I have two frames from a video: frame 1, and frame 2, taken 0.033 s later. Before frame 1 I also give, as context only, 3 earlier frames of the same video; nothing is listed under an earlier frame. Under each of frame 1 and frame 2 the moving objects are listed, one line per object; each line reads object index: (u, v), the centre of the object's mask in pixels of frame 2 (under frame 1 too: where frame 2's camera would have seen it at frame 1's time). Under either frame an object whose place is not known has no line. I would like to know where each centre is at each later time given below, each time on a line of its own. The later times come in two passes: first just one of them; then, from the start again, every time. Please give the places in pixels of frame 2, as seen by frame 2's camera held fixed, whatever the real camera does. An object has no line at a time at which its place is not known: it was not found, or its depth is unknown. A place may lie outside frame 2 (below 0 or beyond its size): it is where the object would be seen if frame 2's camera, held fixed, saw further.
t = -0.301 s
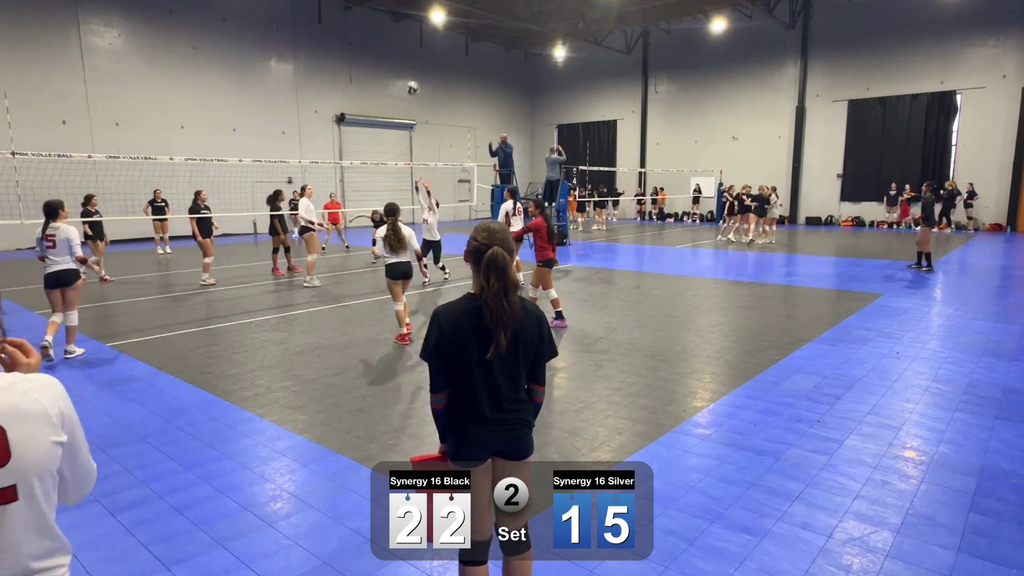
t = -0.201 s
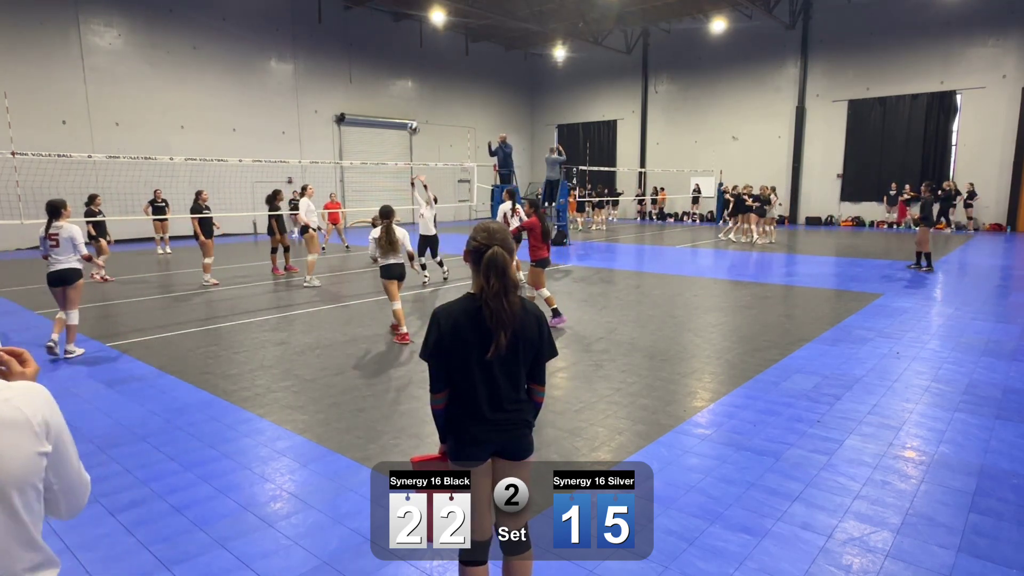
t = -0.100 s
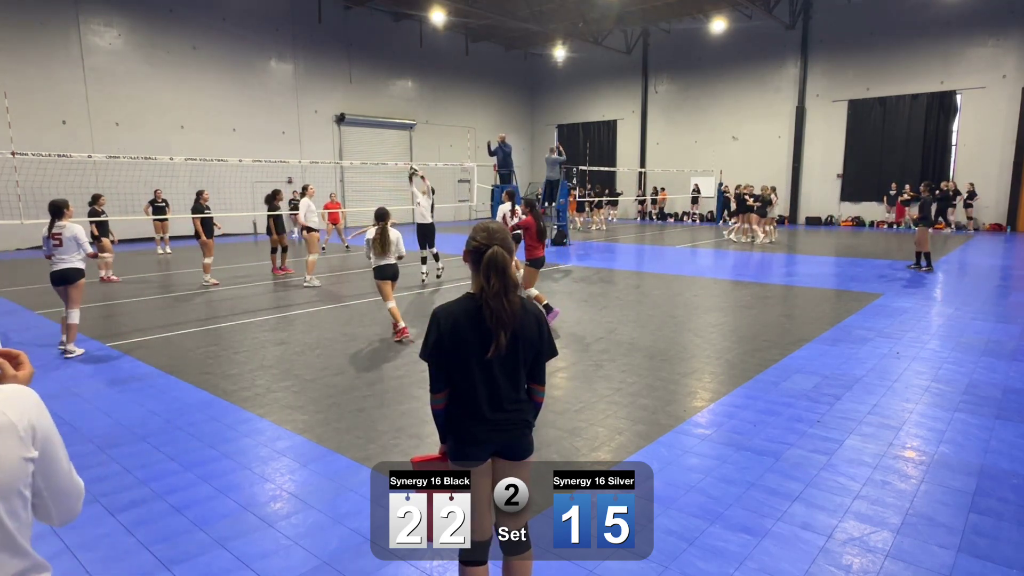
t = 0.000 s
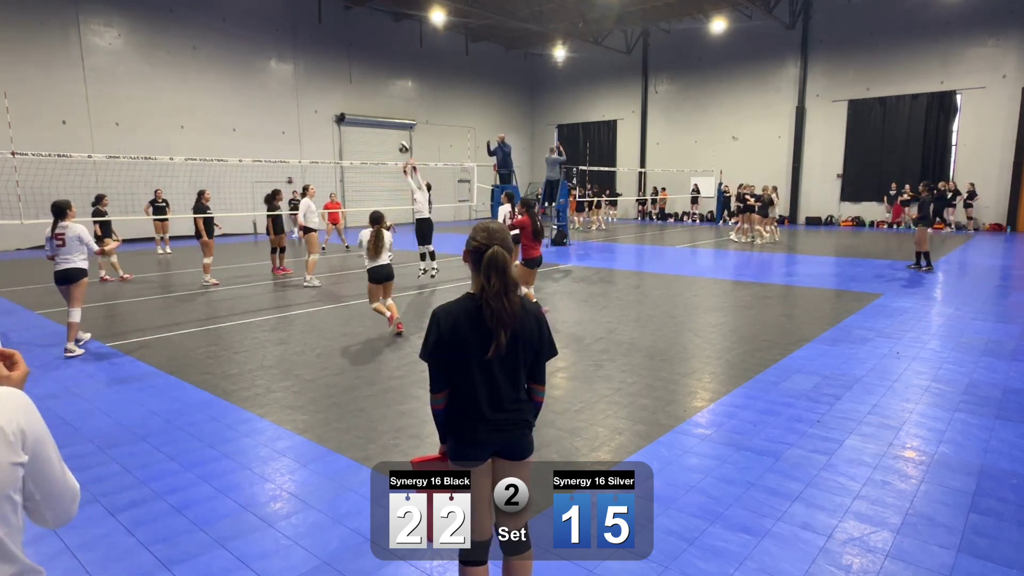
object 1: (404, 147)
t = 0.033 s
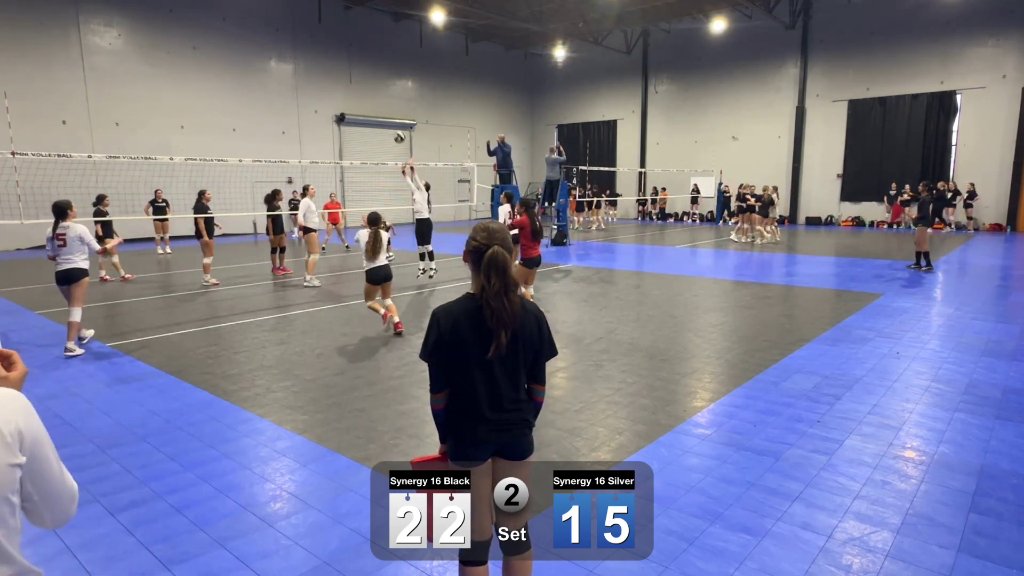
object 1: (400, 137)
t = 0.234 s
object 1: (374, 88)
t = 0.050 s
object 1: (397, 132)
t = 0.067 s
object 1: (395, 127)
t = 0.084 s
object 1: (392, 122)
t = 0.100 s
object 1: (390, 117)
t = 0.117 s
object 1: (388, 113)
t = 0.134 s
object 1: (386, 109)
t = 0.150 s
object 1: (384, 105)
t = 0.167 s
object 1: (382, 102)
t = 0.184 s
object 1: (380, 98)
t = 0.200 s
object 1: (378, 95)
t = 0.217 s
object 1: (376, 91)
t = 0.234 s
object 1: (374, 88)
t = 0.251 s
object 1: (372, 85)
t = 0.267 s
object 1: (370, 82)
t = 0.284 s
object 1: (368, 80)
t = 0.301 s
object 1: (366, 77)
